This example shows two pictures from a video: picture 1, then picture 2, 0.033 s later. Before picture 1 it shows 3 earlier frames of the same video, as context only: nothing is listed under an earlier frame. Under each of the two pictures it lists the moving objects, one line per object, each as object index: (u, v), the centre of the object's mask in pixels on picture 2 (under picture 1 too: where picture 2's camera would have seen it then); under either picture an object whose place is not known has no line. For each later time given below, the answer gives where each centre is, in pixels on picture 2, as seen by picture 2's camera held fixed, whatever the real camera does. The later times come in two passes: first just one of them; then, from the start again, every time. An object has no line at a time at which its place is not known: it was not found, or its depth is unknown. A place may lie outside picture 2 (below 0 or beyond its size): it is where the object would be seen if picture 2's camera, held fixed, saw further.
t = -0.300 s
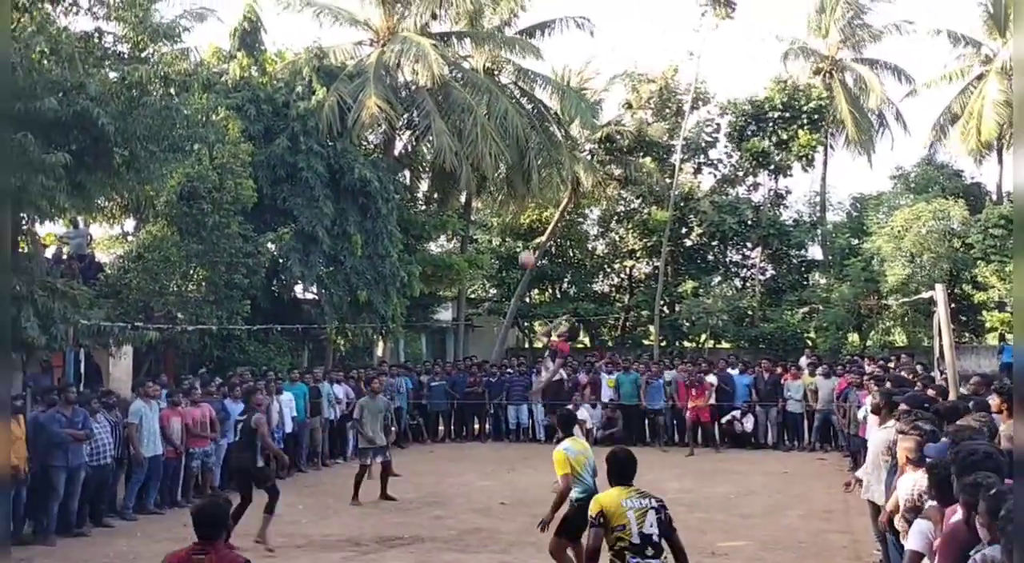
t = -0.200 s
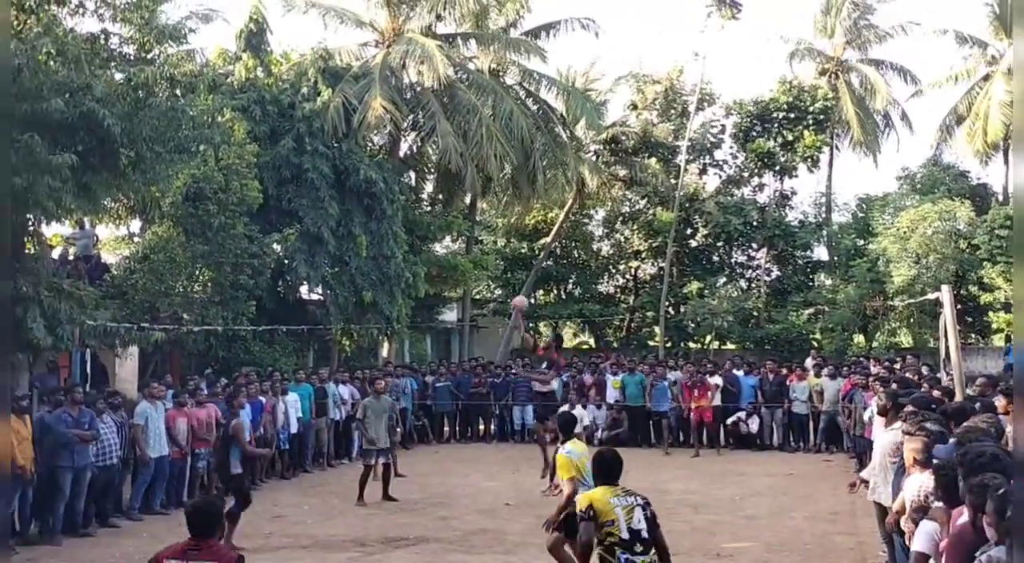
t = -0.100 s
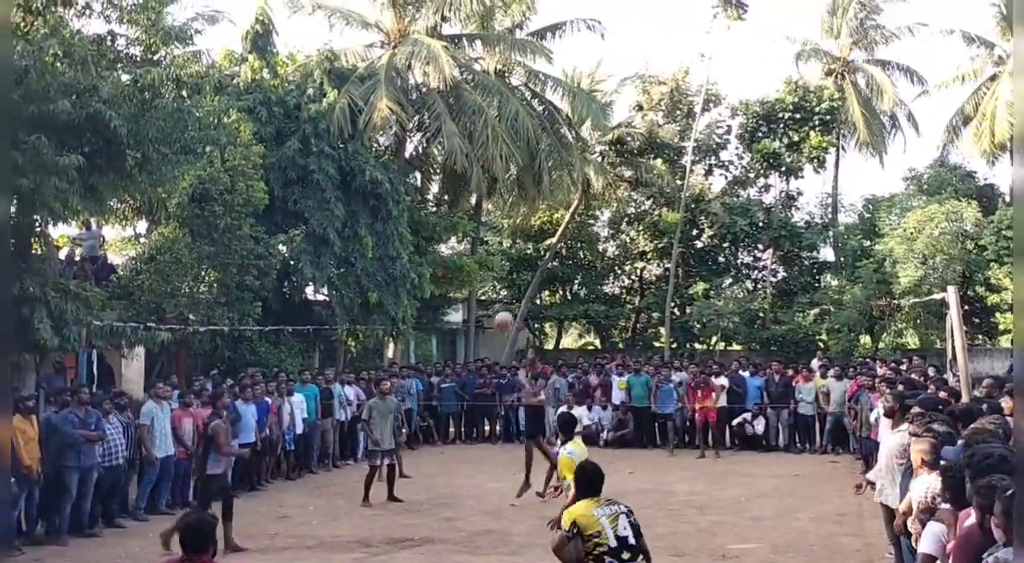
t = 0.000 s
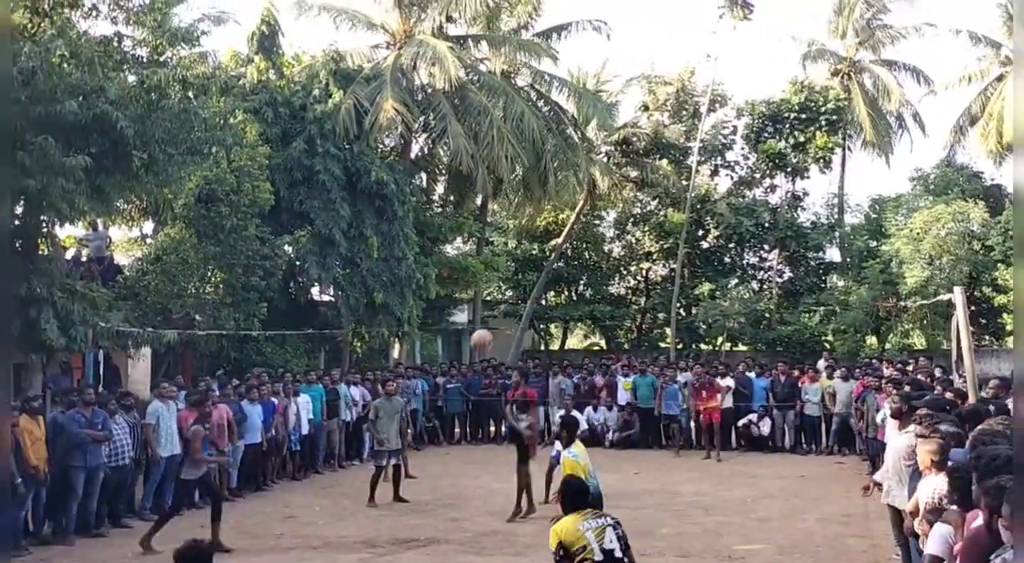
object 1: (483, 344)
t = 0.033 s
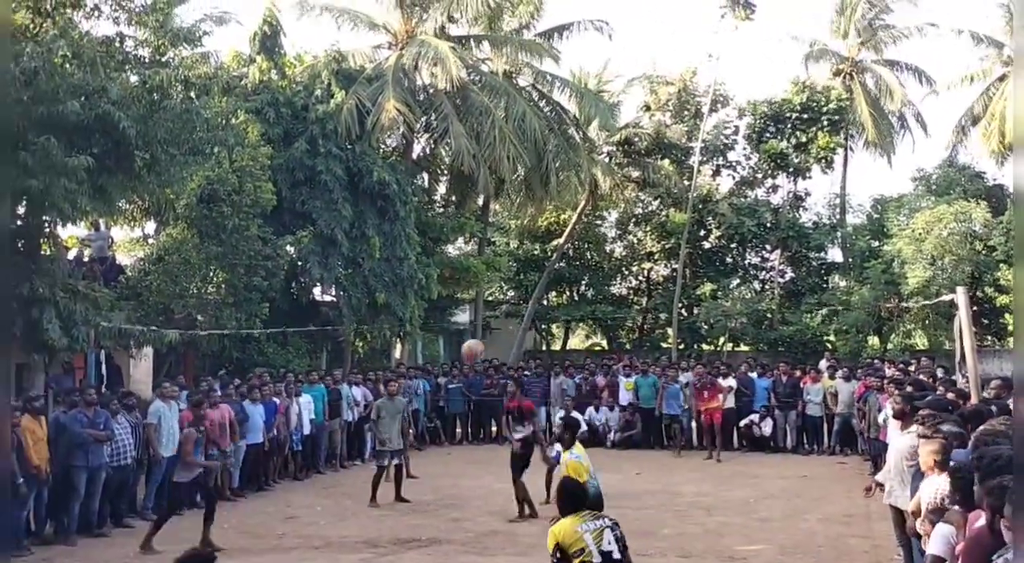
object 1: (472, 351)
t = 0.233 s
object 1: (383, 486)
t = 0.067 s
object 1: (461, 365)
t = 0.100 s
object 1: (448, 381)
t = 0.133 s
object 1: (436, 399)
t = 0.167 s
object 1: (420, 426)
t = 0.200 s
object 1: (402, 454)
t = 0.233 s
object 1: (383, 486)
